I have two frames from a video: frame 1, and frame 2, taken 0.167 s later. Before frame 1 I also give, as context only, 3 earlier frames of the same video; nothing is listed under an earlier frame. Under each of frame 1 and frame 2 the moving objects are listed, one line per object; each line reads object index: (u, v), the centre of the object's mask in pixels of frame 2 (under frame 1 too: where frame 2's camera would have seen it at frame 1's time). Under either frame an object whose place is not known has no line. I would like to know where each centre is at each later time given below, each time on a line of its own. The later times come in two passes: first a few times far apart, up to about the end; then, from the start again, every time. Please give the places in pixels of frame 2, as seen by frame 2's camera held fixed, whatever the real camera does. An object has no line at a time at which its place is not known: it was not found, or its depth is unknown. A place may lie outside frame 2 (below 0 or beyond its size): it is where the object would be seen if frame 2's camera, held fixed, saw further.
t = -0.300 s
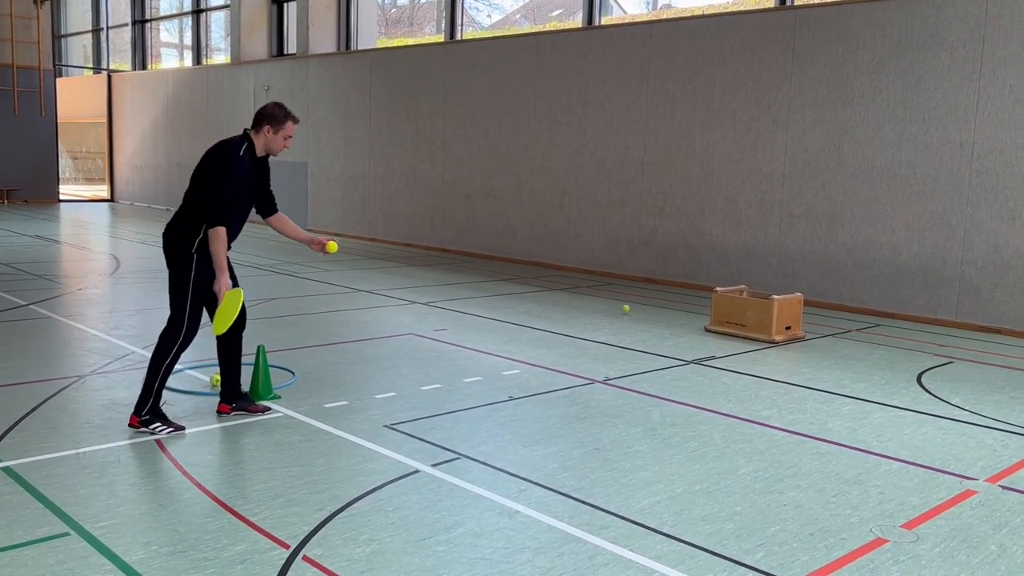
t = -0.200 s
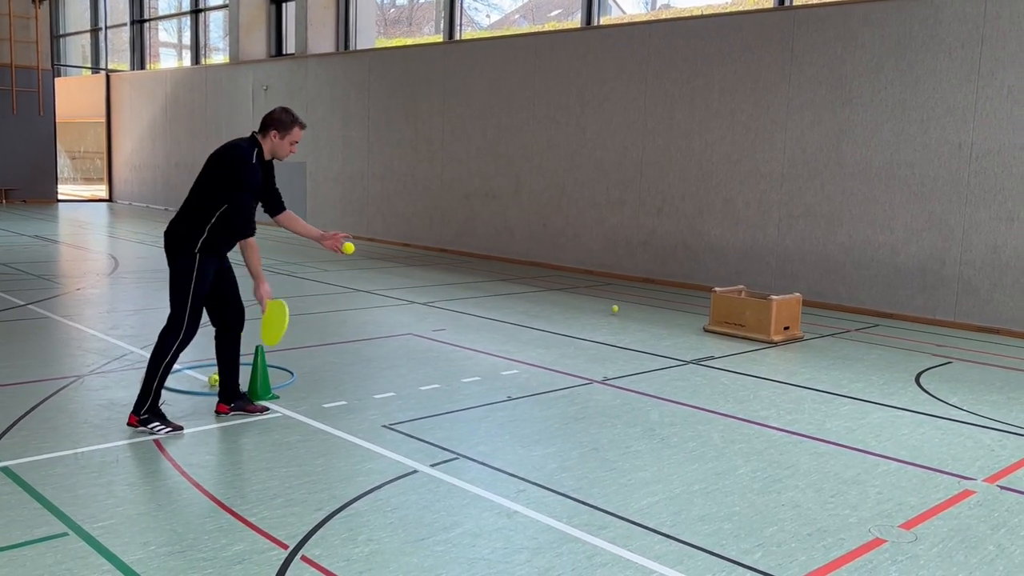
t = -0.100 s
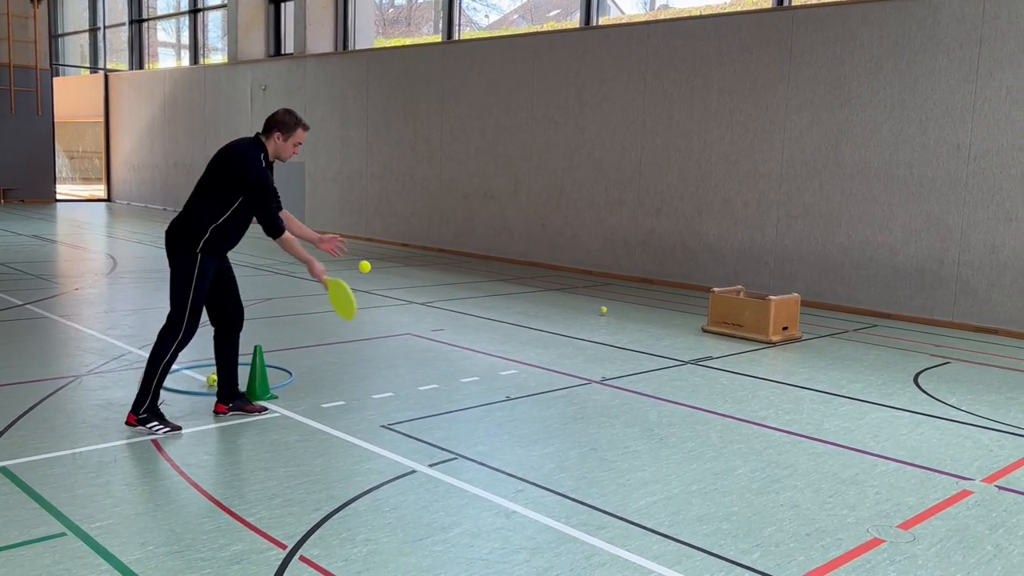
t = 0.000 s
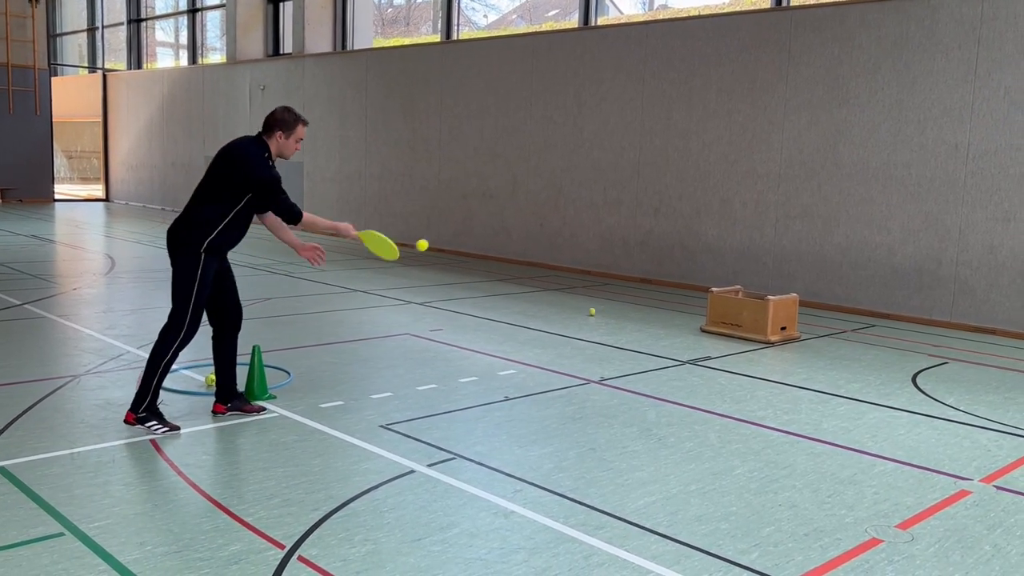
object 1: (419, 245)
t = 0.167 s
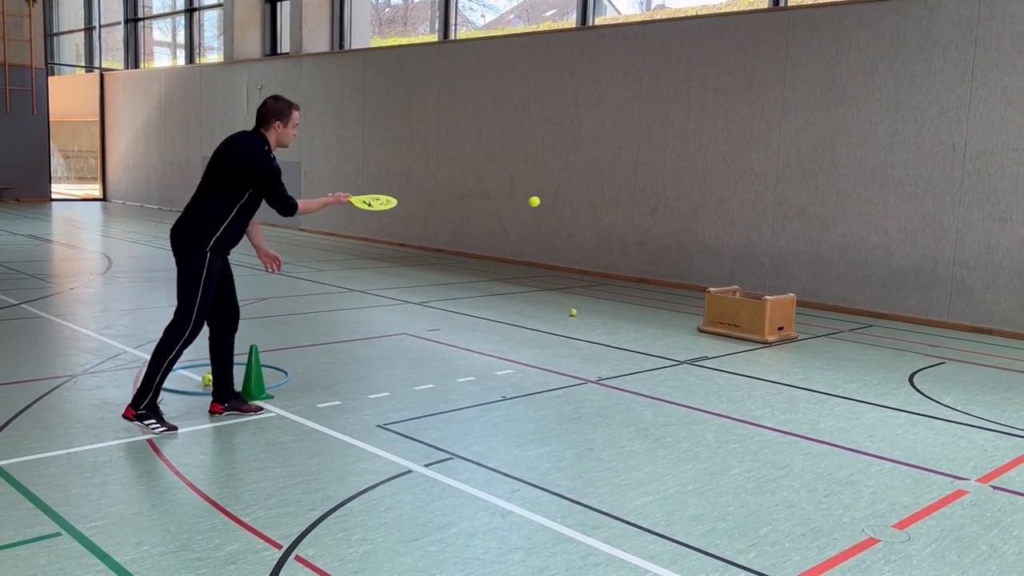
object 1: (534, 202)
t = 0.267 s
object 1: (589, 199)
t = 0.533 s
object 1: (701, 251)
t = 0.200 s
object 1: (553, 199)
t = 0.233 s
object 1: (572, 198)
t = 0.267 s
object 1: (589, 199)
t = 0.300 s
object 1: (606, 201)
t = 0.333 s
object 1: (621, 205)
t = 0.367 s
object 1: (636, 210)
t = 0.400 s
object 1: (650, 216)
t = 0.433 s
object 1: (664, 223)
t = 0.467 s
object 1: (677, 231)
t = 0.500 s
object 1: (689, 241)
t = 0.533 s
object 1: (701, 251)
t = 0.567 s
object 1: (712, 262)
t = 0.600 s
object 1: (723, 274)
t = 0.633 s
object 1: (733, 286)
